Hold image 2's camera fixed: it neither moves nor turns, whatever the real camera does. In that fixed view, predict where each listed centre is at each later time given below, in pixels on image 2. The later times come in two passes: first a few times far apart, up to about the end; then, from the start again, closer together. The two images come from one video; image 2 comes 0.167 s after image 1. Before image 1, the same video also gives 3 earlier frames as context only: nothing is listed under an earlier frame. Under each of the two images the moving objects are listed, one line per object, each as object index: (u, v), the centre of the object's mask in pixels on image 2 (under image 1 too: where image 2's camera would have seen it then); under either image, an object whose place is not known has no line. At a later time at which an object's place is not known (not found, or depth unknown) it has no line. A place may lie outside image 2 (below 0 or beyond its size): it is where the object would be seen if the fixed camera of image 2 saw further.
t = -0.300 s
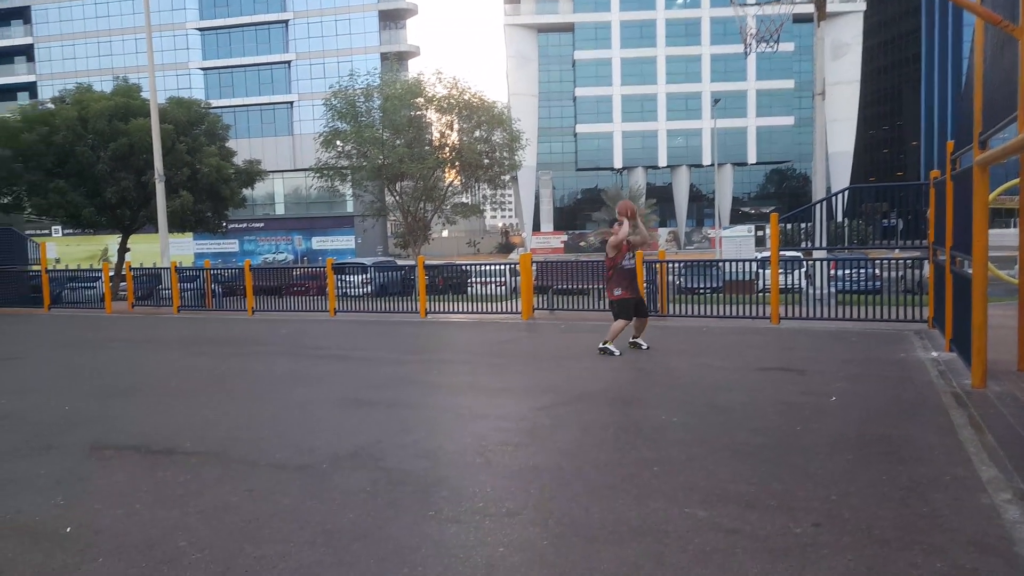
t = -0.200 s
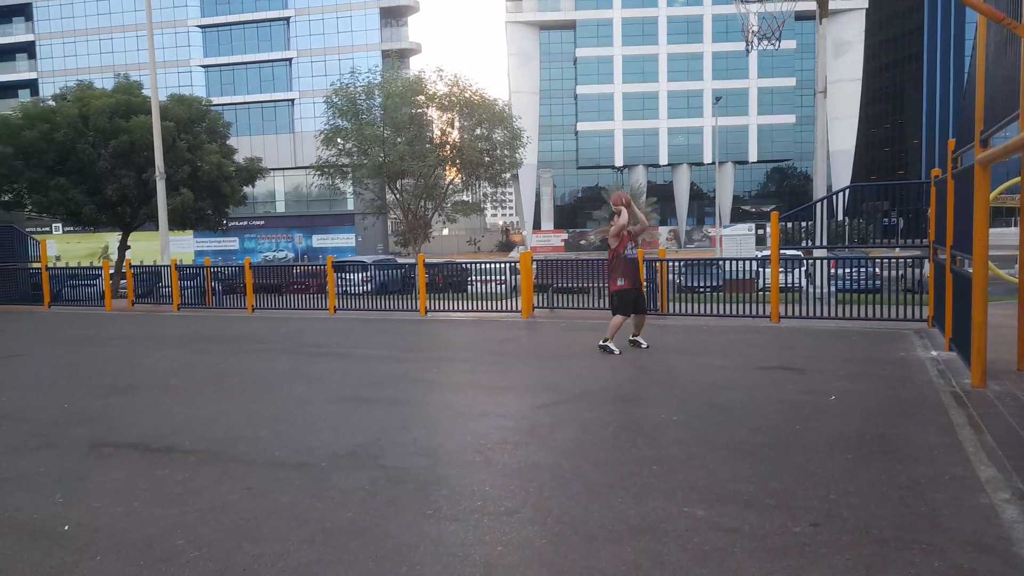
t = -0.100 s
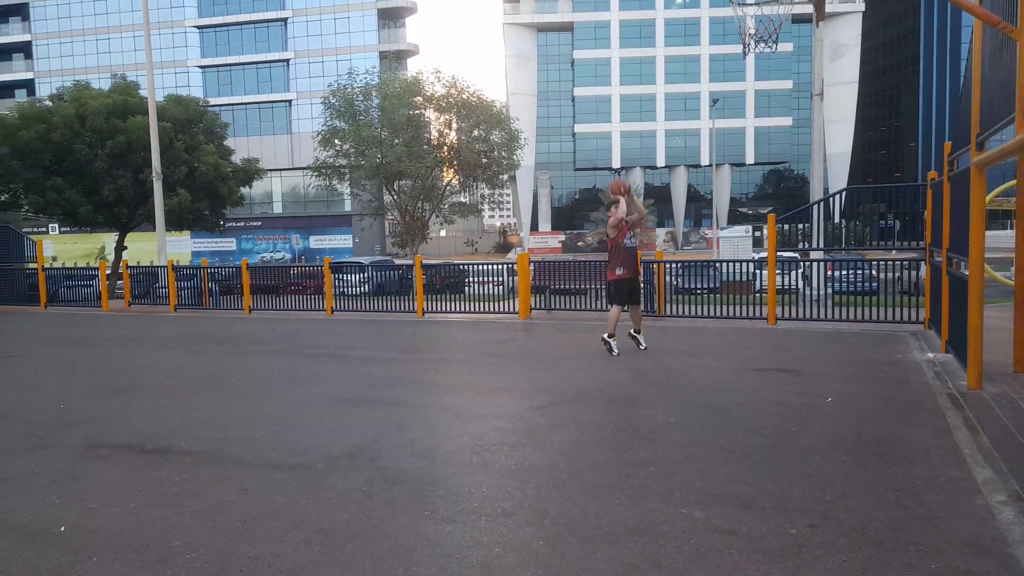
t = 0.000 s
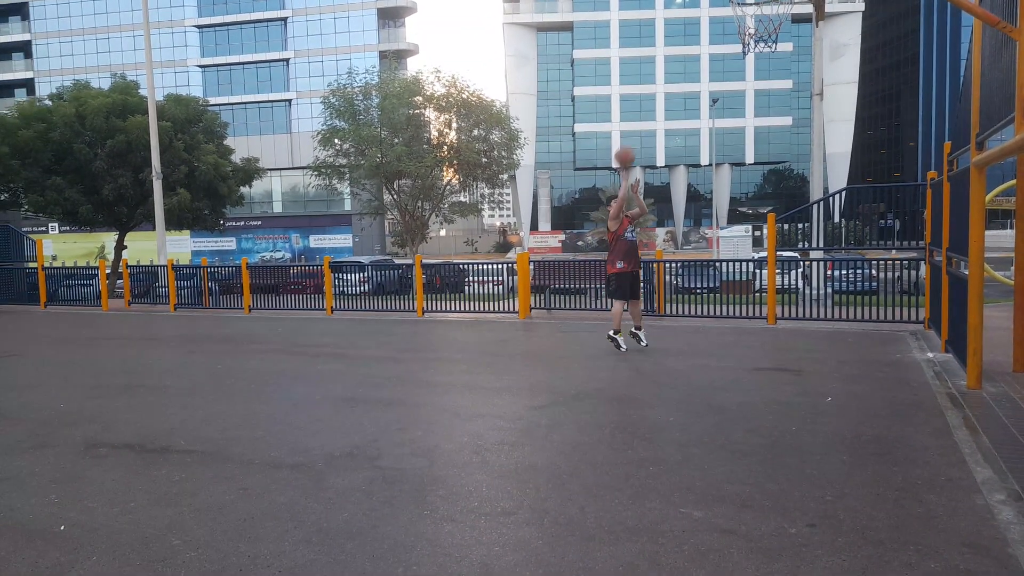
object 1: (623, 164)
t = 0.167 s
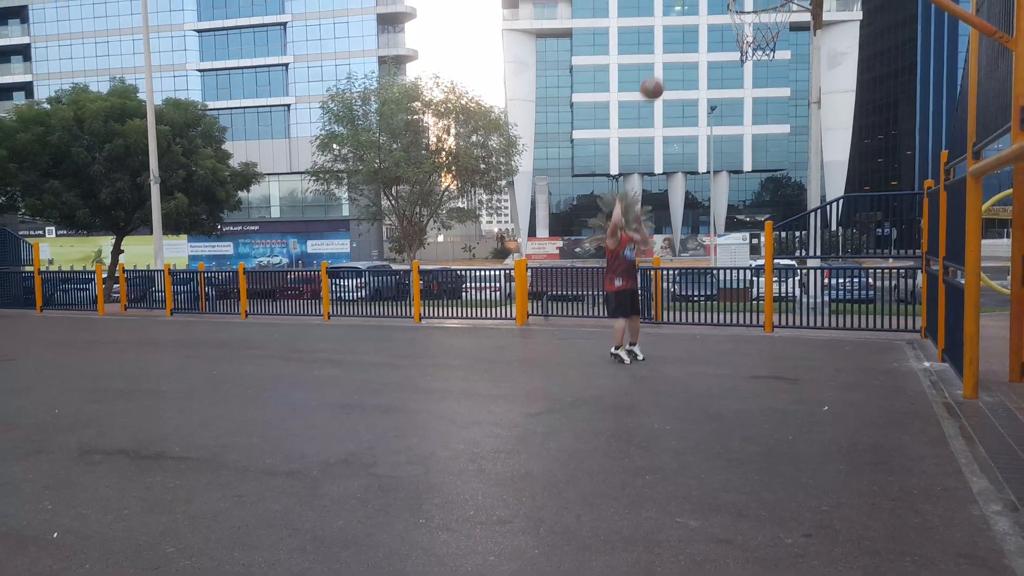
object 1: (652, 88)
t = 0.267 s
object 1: (673, 49)
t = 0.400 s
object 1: (707, 6)
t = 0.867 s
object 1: (744, 0)
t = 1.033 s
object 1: (726, 2)
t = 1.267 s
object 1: (704, 60)
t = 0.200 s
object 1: (659, 74)
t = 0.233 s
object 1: (666, 62)
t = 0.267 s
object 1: (673, 49)
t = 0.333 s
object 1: (689, 26)
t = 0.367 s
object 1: (698, 16)
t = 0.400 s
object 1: (707, 6)
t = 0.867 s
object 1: (744, 0)
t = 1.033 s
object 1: (726, 2)
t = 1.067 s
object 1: (721, 7)
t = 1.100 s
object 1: (718, 13)
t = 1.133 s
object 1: (718, 19)
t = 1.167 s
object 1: (714, 28)
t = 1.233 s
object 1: (707, 48)
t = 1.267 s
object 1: (704, 60)
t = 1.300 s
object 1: (701, 73)
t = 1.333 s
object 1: (699, 86)
